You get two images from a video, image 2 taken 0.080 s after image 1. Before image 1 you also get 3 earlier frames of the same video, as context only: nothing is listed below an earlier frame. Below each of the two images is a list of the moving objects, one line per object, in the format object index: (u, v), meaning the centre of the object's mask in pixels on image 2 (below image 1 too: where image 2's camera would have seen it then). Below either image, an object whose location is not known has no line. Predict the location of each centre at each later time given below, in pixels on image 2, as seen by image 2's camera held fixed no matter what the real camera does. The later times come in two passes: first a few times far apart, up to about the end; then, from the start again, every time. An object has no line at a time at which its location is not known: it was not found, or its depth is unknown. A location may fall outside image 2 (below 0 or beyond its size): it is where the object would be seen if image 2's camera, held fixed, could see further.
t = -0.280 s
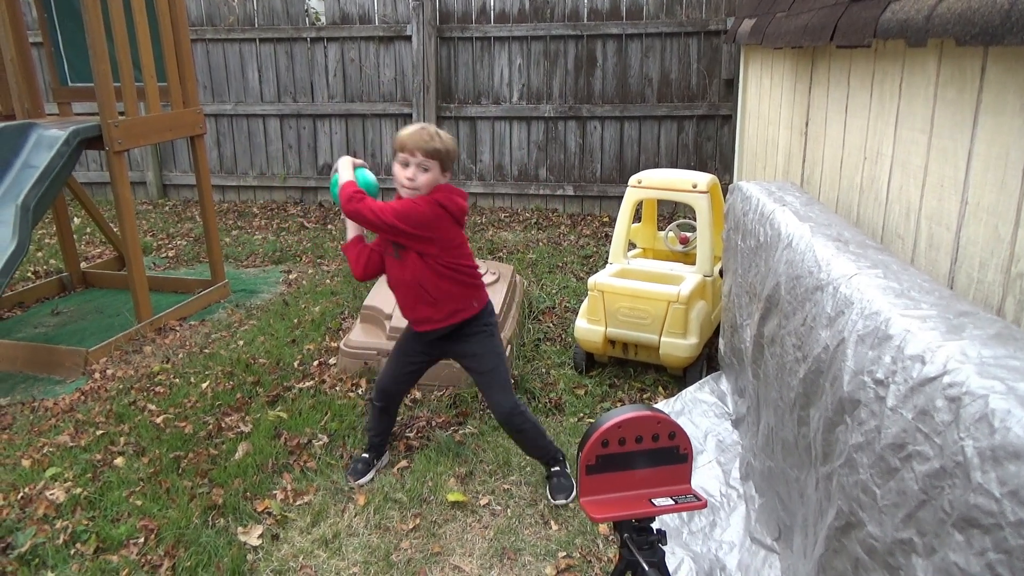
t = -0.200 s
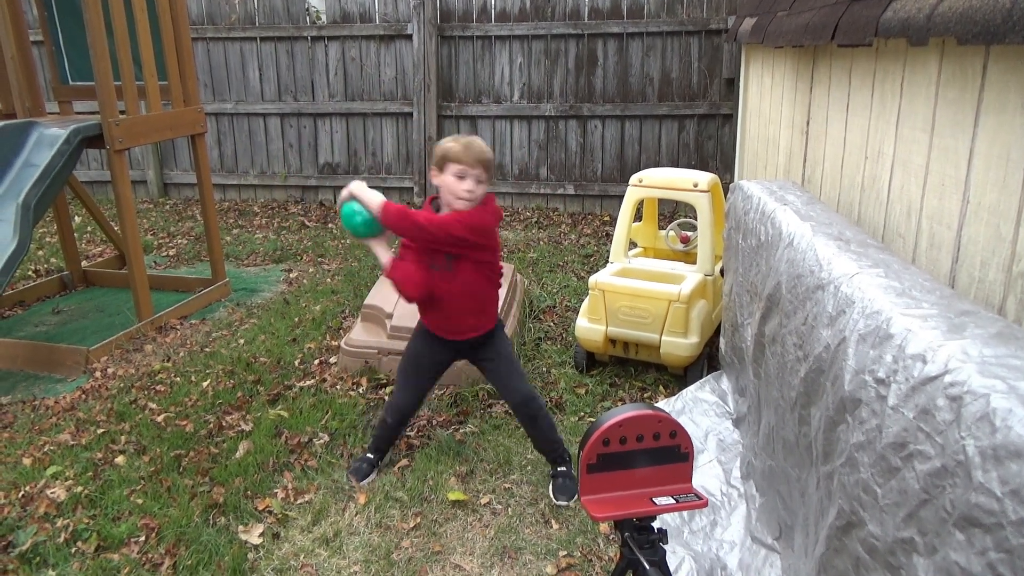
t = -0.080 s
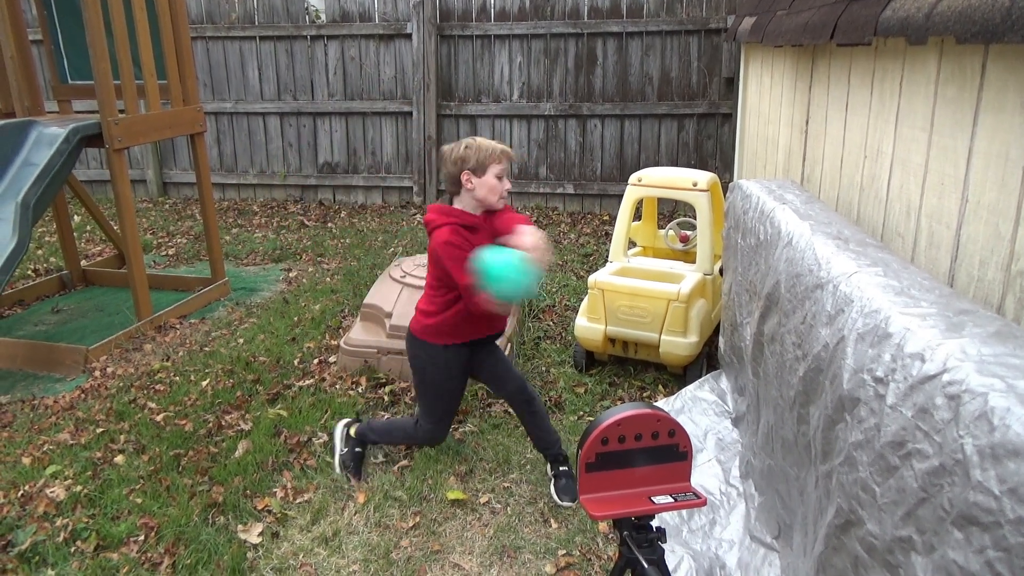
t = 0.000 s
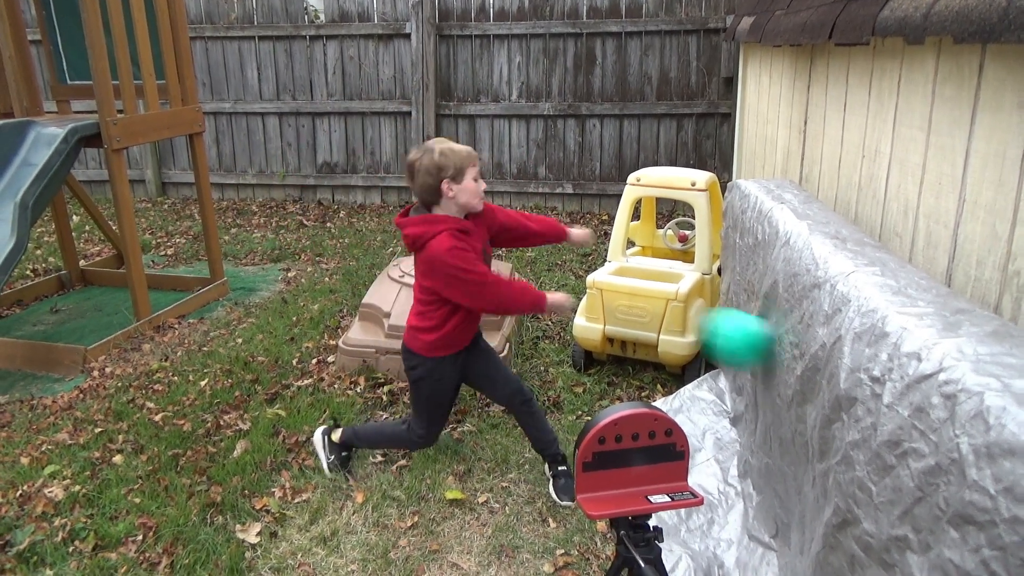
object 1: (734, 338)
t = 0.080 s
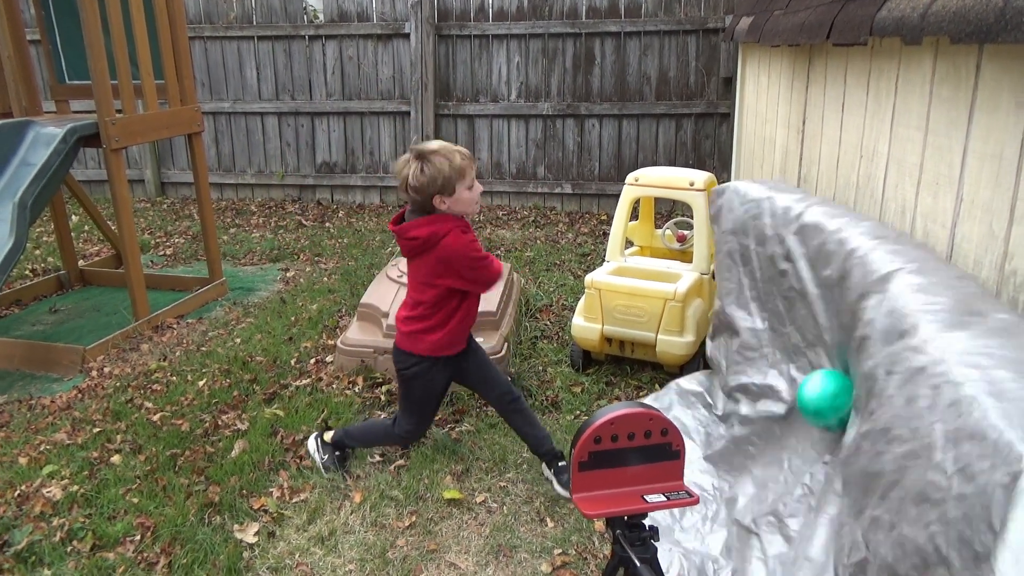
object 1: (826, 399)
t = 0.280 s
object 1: (752, 517)
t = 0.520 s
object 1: (664, 559)
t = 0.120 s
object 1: (821, 414)
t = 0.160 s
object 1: (810, 438)
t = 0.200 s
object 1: (796, 456)
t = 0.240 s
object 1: (779, 478)
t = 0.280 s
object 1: (752, 517)
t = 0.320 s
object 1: (734, 550)
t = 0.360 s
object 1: (709, 566)
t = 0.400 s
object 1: (696, 561)
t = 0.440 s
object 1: (683, 558)
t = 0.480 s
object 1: (671, 556)
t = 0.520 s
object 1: (664, 559)
